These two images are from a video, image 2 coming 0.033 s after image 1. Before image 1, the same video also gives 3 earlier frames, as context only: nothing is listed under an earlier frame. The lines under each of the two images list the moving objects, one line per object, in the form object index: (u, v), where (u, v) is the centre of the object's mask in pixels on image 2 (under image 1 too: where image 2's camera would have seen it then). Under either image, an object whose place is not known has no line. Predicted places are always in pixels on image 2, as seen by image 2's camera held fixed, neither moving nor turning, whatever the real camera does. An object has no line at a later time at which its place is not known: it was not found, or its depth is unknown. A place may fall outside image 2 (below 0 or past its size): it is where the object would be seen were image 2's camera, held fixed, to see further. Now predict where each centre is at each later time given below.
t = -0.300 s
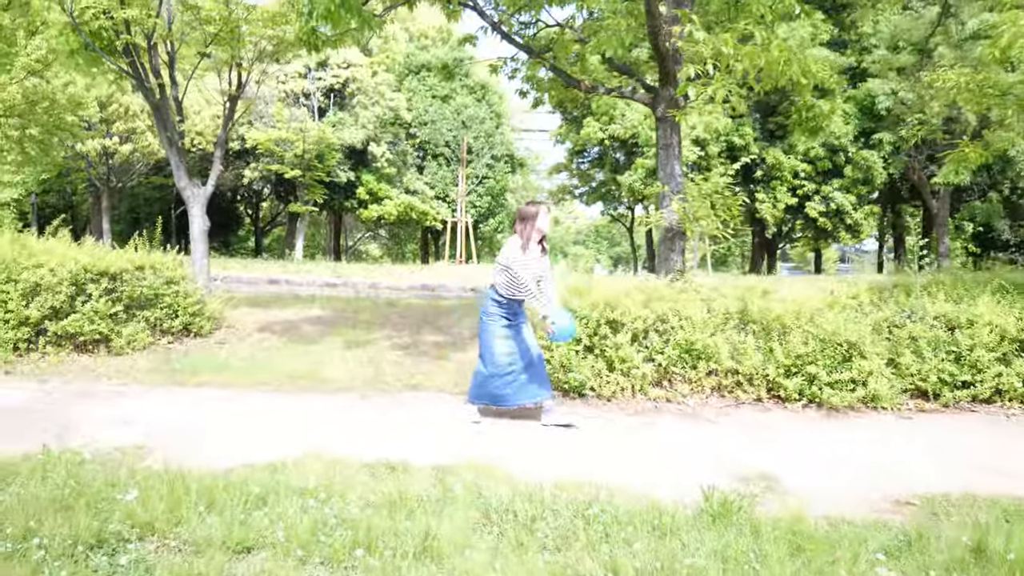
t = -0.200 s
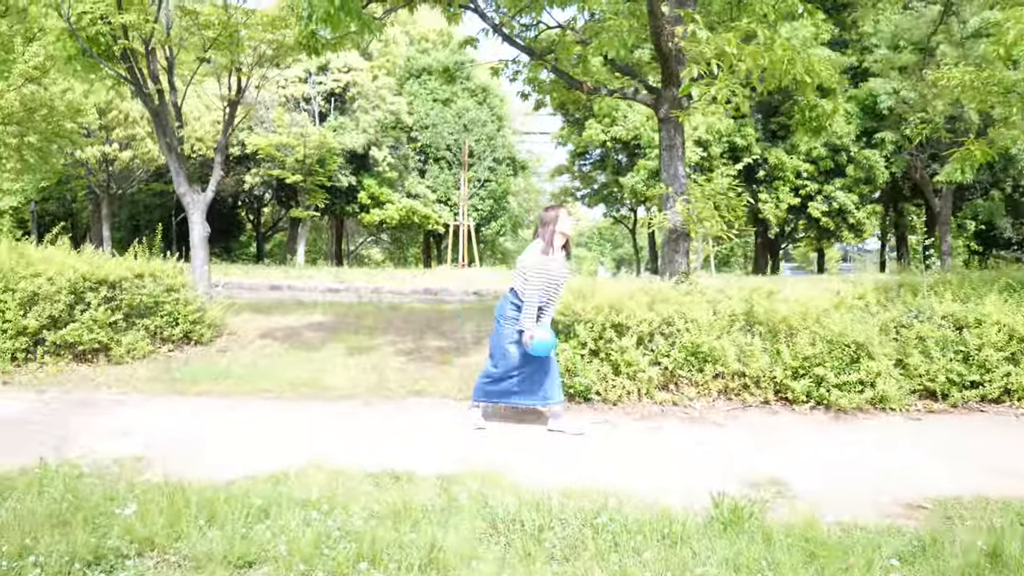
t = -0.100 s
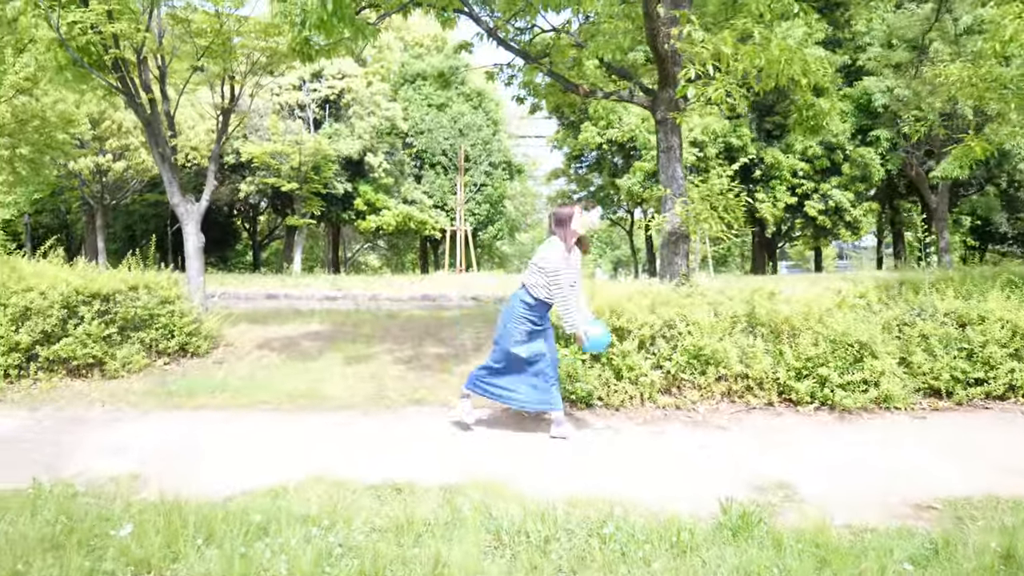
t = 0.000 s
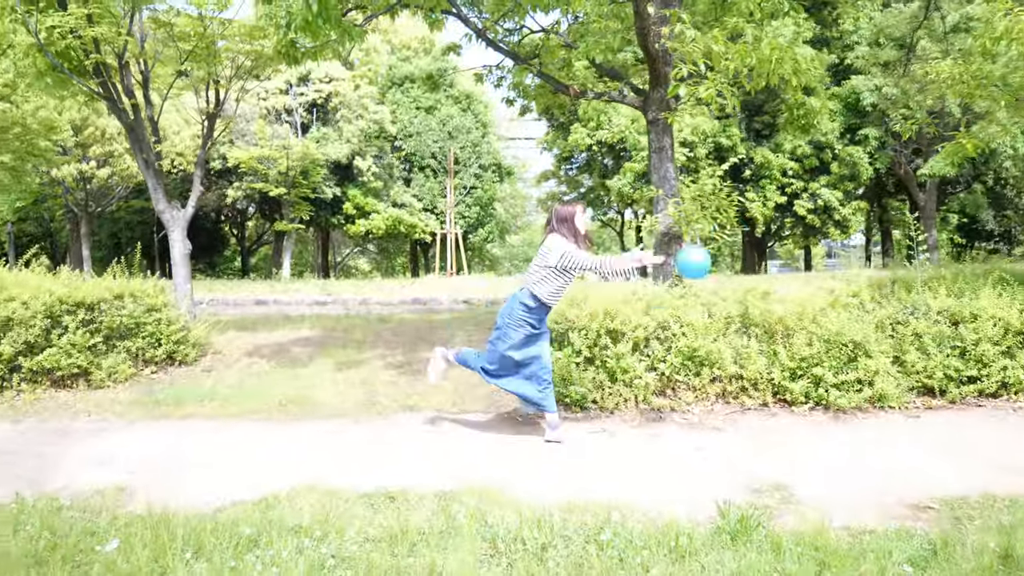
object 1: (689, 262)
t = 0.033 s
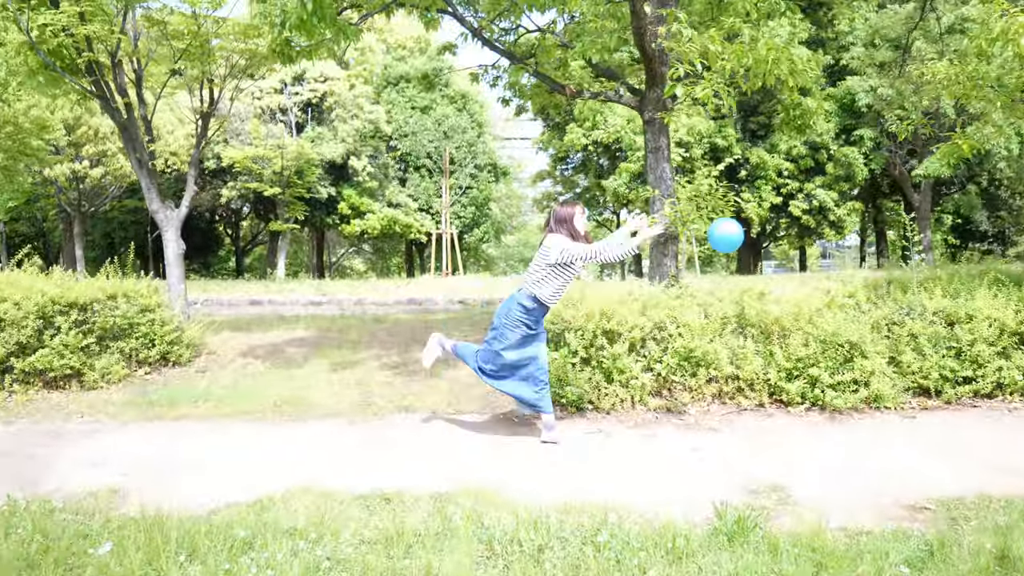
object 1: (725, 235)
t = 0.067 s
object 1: (762, 209)
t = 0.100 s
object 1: (796, 185)
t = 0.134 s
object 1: (831, 162)
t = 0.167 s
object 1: (867, 140)
